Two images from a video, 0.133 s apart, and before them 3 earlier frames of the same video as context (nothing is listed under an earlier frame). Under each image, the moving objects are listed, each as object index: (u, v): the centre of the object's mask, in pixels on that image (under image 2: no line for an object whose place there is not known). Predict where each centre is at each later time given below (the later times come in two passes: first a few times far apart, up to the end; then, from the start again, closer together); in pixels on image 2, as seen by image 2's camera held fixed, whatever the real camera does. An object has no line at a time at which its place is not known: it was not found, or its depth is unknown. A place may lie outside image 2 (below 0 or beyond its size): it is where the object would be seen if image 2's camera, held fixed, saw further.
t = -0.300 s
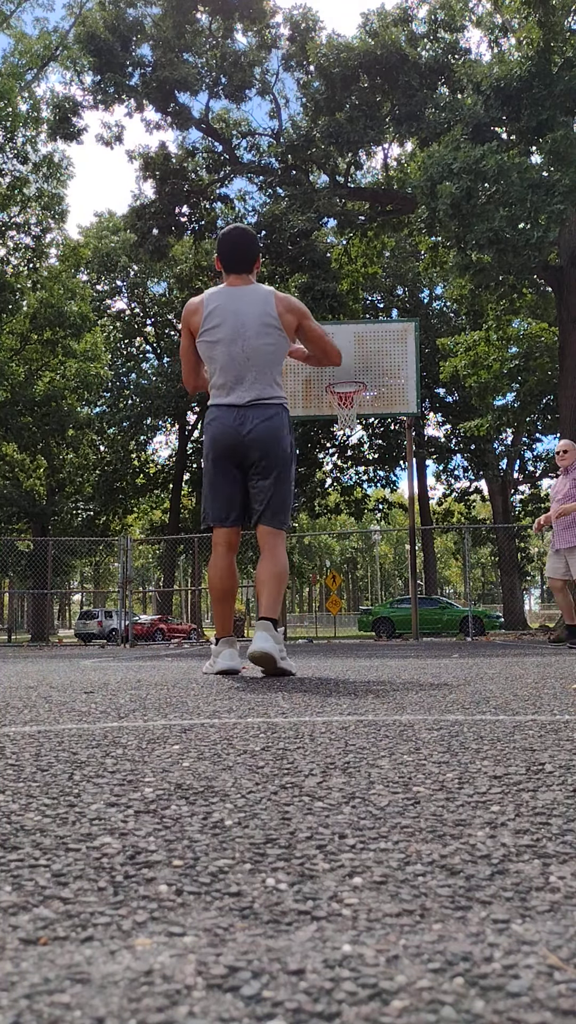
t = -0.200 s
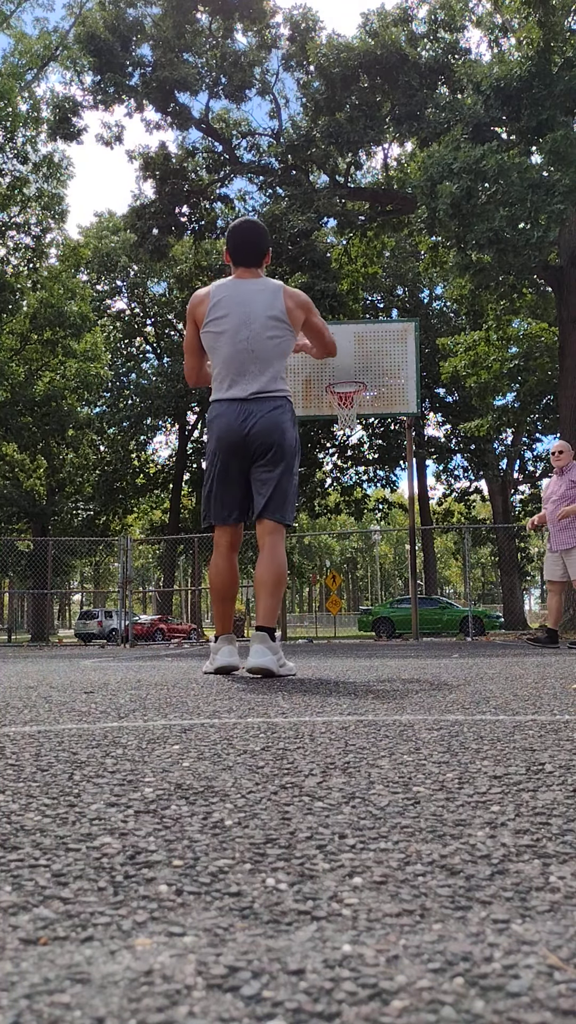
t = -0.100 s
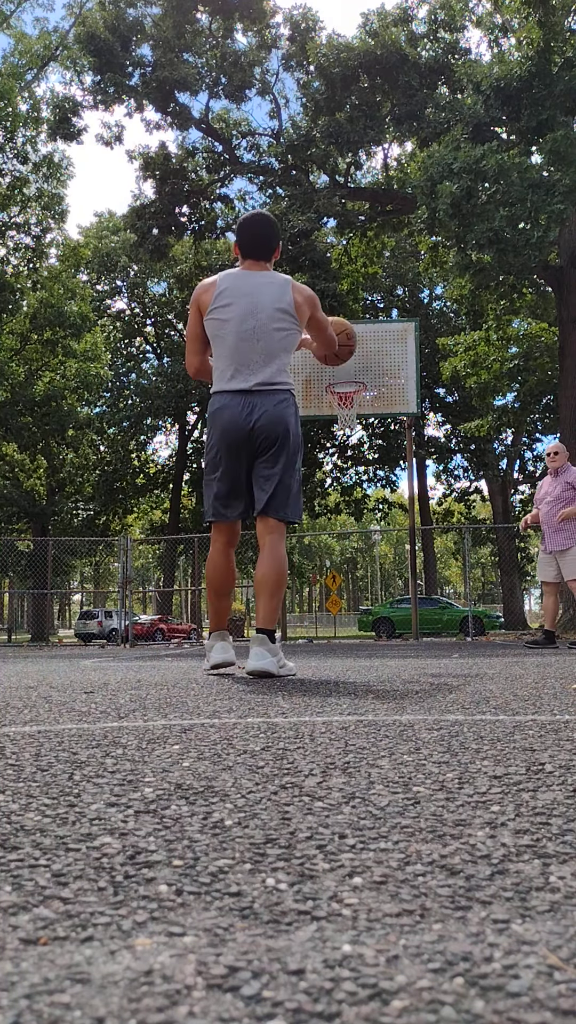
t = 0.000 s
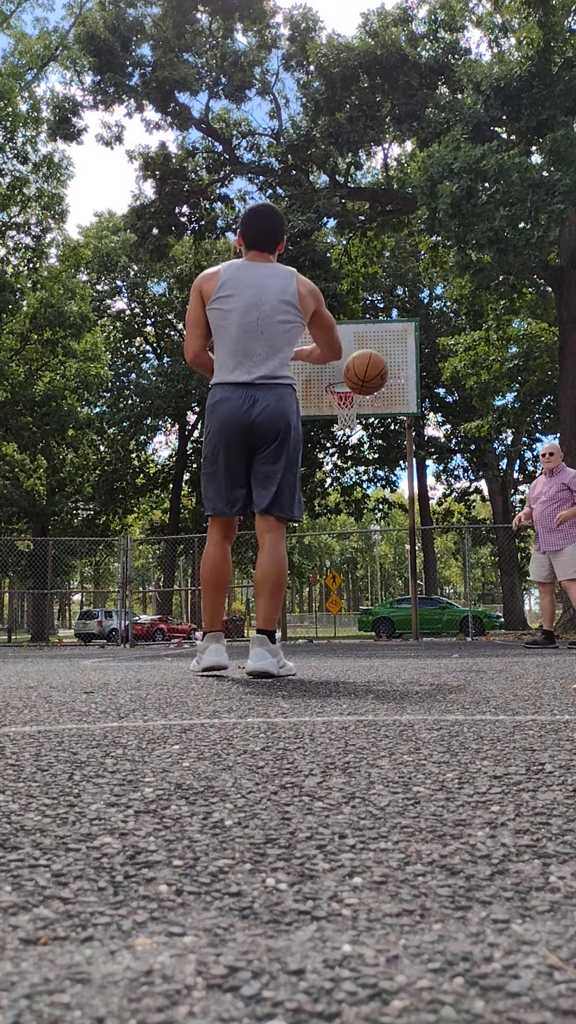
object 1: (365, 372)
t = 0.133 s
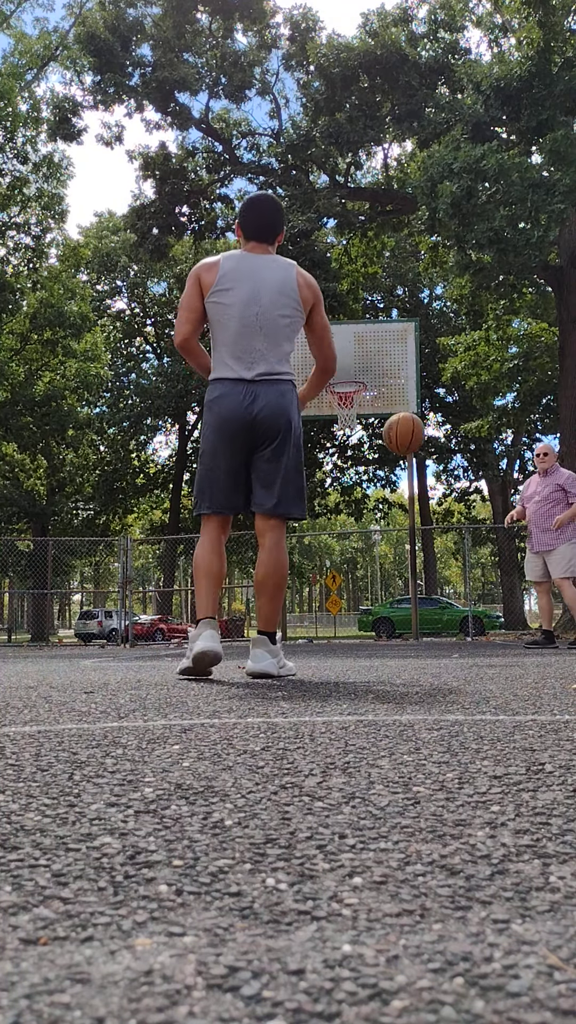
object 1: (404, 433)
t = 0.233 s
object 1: (429, 493)
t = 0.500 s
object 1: (482, 599)
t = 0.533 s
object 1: (484, 580)
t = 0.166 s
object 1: (412, 452)
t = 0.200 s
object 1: (421, 471)
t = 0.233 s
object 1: (429, 493)
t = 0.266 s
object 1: (438, 514)
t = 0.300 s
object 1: (446, 537)
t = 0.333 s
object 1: (454, 561)
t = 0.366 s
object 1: (462, 586)
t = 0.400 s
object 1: (470, 612)
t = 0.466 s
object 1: (479, 621)
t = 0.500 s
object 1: (482, 599)
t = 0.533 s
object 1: (484, 580)
